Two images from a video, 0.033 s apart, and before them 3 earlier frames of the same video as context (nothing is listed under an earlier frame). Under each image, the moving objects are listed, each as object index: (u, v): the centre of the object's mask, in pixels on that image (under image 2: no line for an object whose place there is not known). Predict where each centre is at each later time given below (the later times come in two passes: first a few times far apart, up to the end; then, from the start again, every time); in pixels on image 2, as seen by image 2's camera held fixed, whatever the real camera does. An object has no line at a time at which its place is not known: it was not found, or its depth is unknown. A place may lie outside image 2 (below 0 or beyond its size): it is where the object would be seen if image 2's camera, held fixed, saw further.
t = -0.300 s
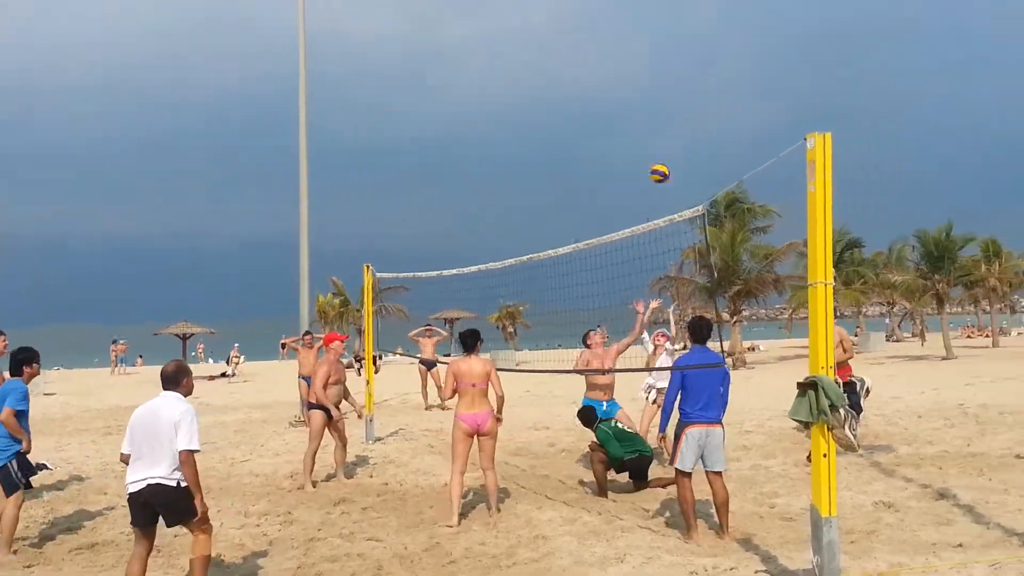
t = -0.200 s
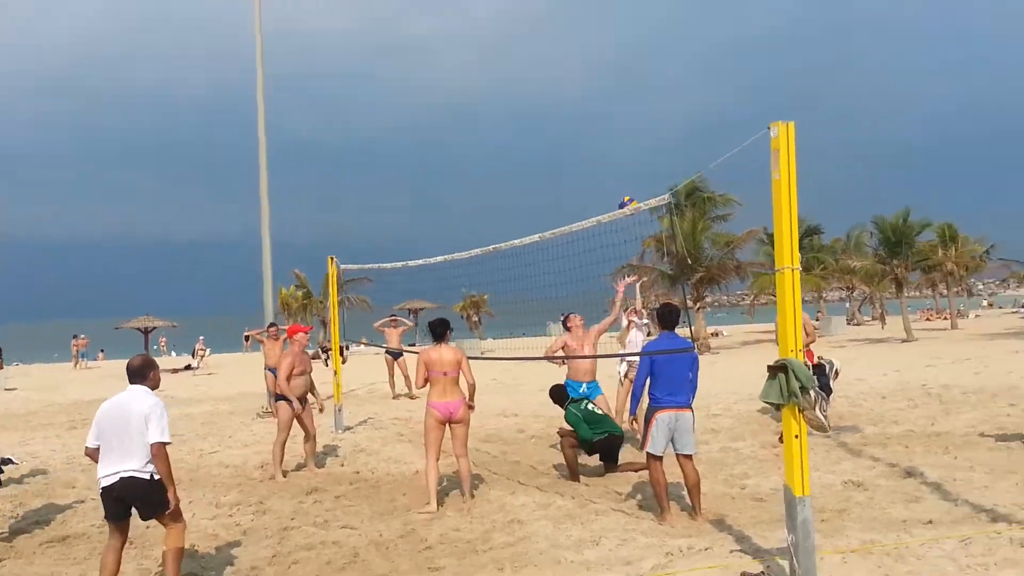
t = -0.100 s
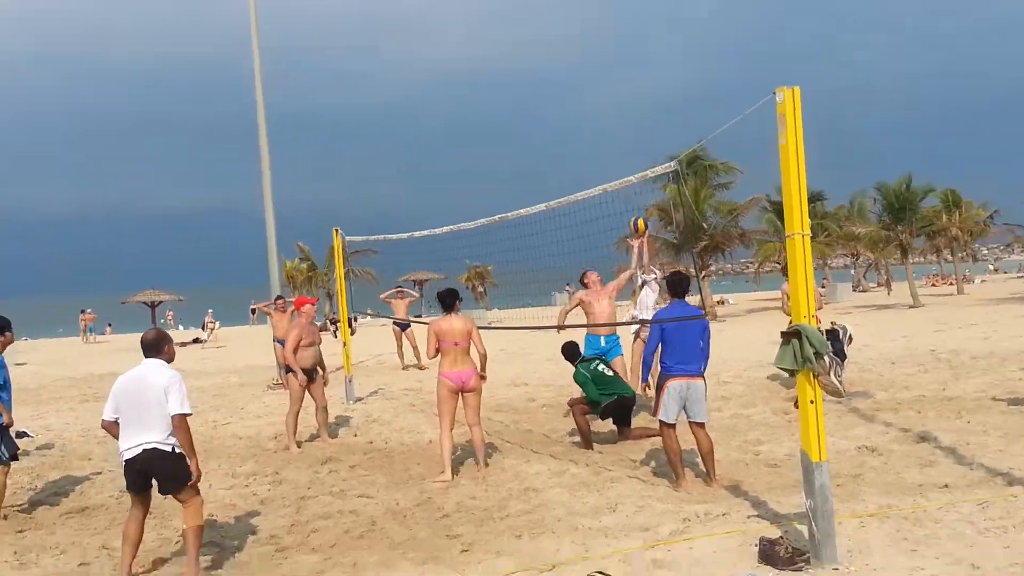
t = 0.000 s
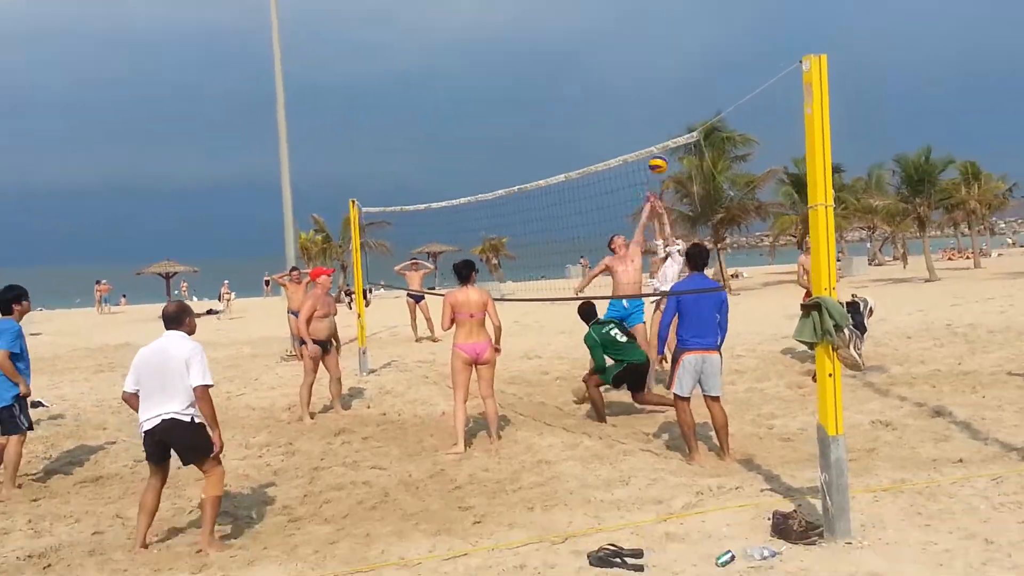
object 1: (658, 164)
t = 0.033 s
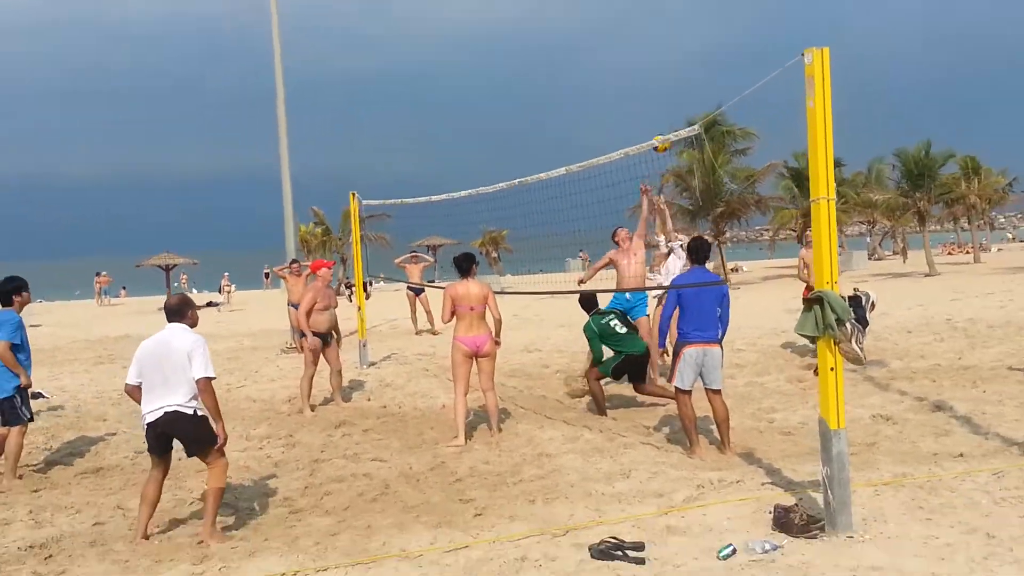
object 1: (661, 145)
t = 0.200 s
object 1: (669, 75)
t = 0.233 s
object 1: (671, 65)
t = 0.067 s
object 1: (661, 128)
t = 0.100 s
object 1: (661, 114)
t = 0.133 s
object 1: (663, 100)
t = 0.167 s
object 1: (666, 87)
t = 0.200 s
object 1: (669, 75)
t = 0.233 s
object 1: (671, 65)
